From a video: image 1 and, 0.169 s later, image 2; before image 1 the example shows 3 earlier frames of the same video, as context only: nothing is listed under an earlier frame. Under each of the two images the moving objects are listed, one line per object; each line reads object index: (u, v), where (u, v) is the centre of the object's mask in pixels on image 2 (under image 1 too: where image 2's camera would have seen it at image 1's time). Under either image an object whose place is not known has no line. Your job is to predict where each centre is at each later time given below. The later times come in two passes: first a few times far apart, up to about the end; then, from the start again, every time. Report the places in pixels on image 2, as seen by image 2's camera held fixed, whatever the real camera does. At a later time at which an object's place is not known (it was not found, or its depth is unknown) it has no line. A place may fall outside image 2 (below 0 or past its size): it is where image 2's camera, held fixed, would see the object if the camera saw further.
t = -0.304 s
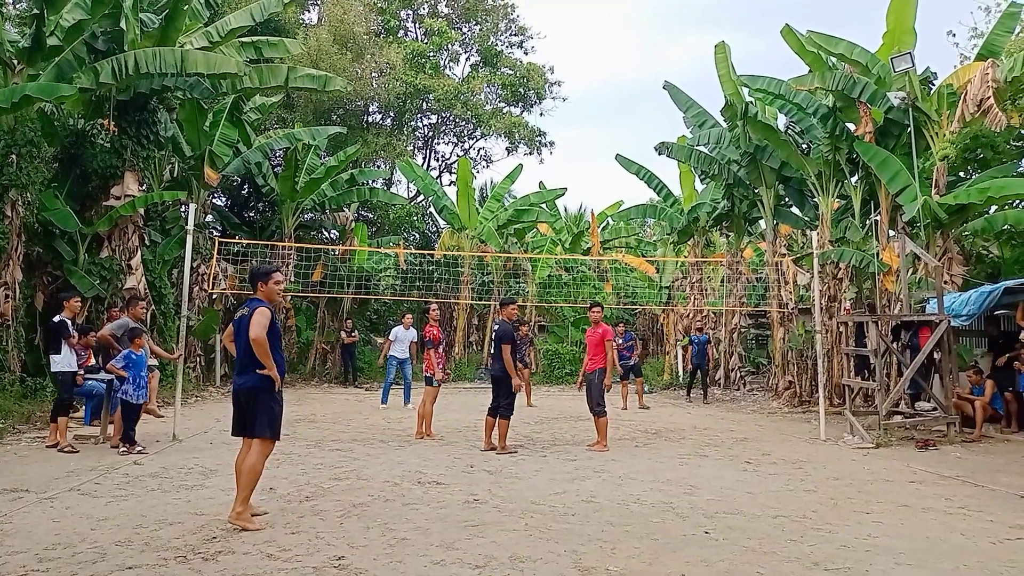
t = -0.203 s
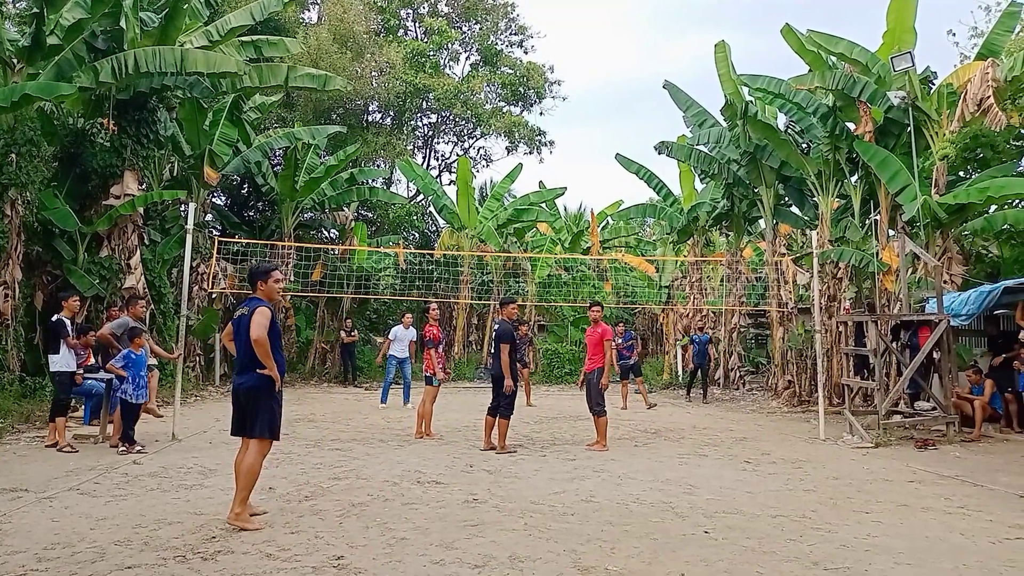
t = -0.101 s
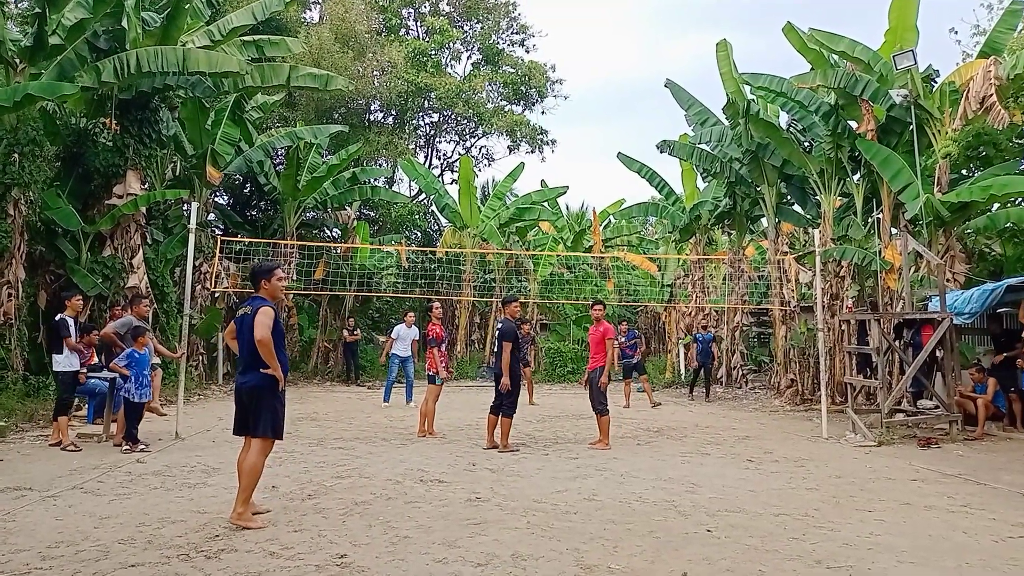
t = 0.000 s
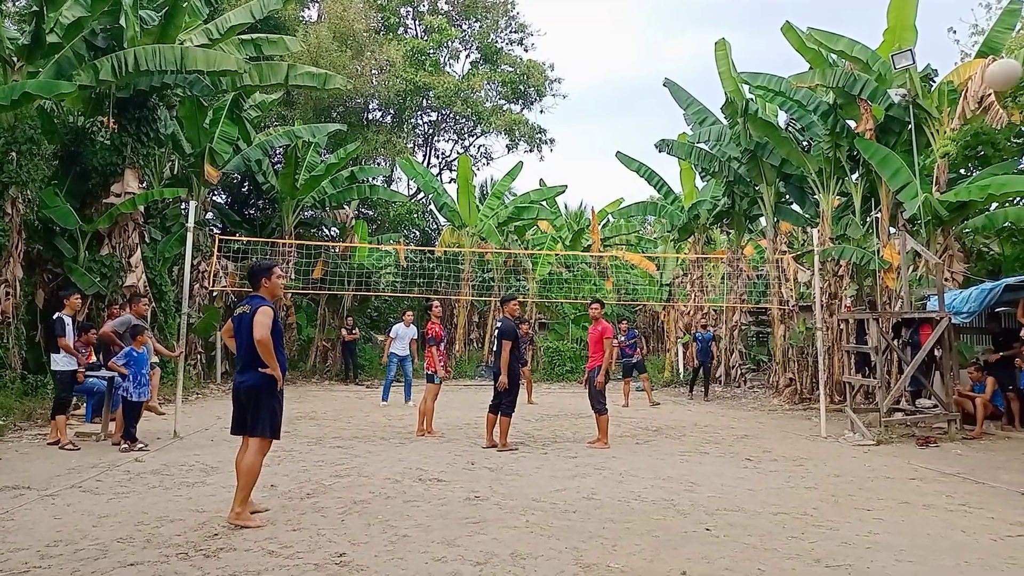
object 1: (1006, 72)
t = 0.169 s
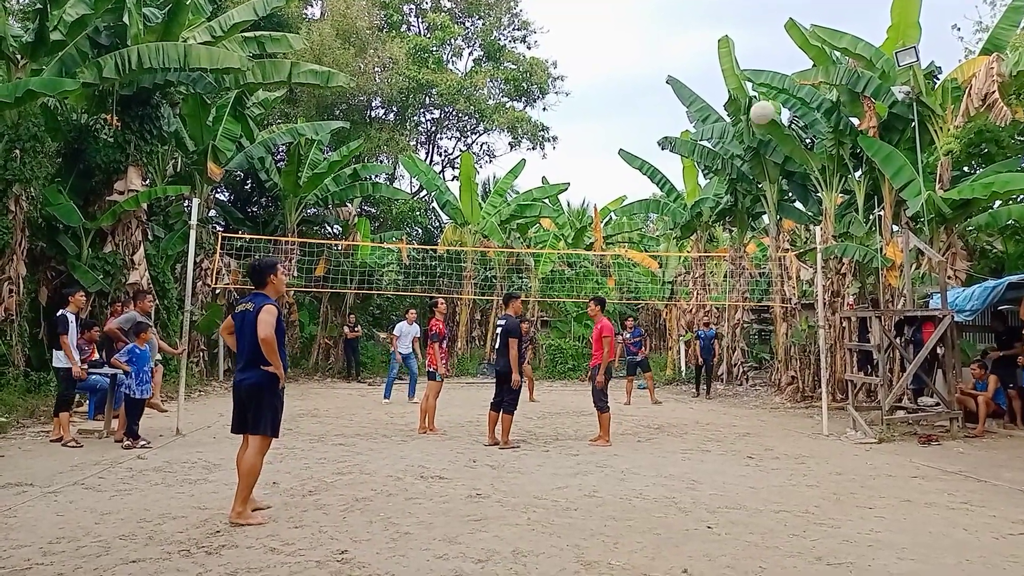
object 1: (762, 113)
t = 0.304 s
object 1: (646, 148)
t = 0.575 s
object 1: (504, 223)
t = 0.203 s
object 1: (728, 121)
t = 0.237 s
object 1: (698, 130)
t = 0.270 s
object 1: (669, 139)
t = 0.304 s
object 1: (646, 148)
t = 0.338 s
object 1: (623, 157)
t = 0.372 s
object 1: (602, 166)
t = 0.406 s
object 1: (583, 175)
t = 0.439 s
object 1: (565, 184)
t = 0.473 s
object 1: (548, 193)
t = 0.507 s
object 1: (533, 203)
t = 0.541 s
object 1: (518, 212)
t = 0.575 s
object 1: (504, 223)
